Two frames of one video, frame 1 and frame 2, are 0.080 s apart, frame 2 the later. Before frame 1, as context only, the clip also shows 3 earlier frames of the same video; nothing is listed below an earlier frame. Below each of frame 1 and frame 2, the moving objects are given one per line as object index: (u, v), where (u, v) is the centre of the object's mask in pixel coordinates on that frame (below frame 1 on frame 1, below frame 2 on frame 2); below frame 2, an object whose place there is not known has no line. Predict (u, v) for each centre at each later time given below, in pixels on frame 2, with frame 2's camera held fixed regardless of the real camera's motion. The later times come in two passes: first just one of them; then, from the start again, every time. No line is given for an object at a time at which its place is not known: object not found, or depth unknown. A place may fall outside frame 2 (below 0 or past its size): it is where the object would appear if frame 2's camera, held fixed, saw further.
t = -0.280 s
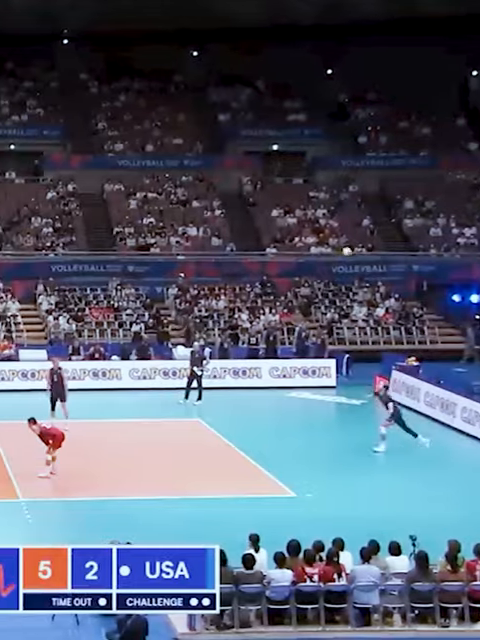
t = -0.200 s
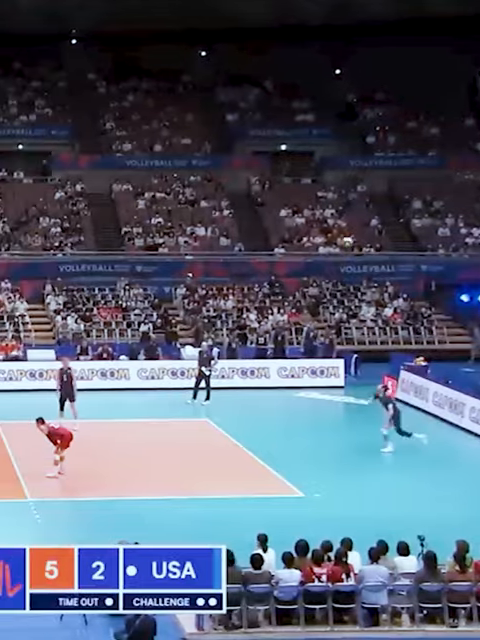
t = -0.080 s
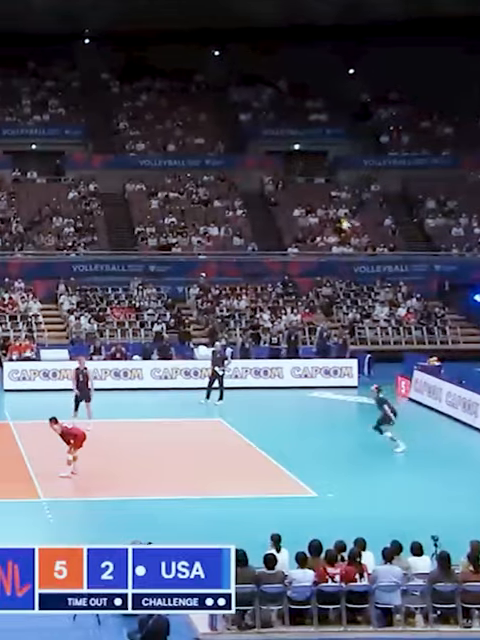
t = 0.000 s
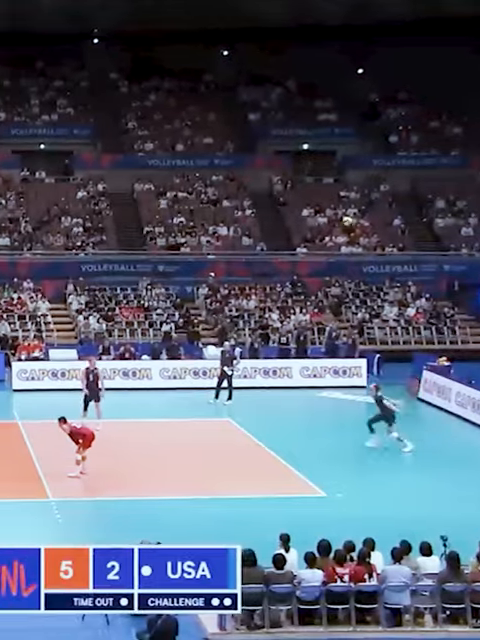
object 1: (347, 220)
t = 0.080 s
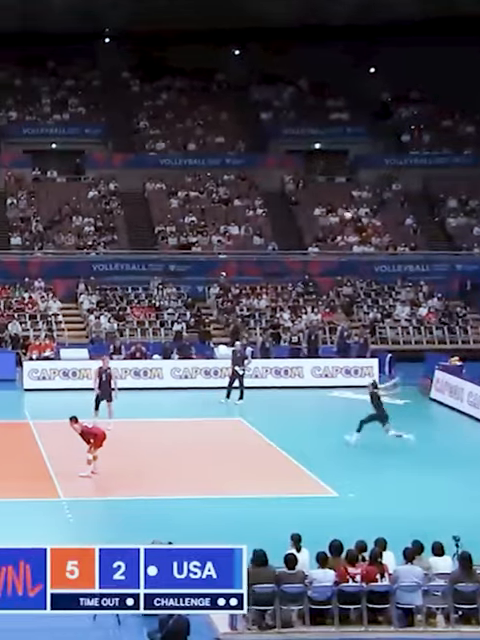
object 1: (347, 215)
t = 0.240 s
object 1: (332, 216)
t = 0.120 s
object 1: (343, 214)
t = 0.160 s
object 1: (340, 213)
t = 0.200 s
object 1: (334, 215)
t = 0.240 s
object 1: (332, 216)
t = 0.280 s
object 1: (324, 219)
